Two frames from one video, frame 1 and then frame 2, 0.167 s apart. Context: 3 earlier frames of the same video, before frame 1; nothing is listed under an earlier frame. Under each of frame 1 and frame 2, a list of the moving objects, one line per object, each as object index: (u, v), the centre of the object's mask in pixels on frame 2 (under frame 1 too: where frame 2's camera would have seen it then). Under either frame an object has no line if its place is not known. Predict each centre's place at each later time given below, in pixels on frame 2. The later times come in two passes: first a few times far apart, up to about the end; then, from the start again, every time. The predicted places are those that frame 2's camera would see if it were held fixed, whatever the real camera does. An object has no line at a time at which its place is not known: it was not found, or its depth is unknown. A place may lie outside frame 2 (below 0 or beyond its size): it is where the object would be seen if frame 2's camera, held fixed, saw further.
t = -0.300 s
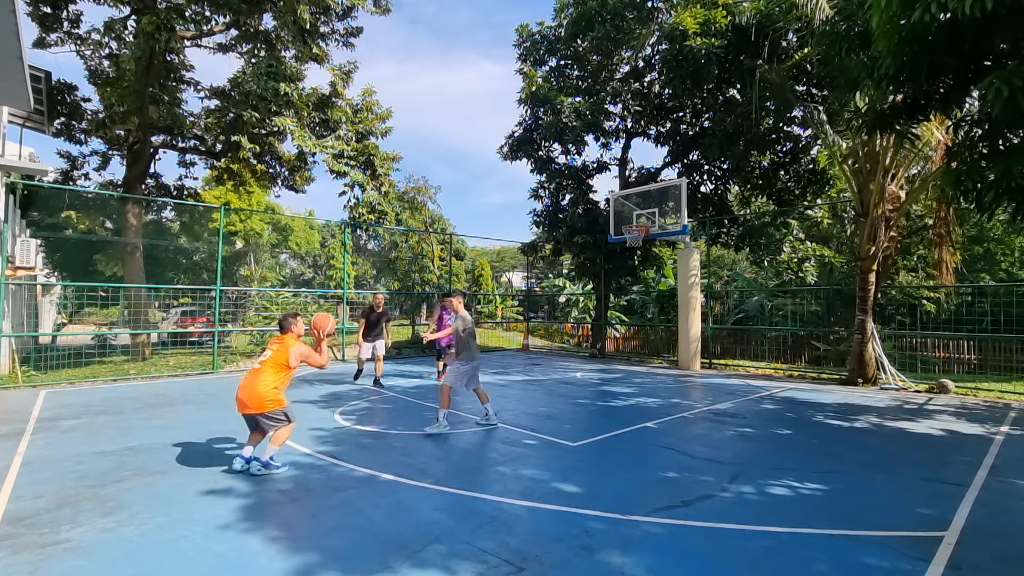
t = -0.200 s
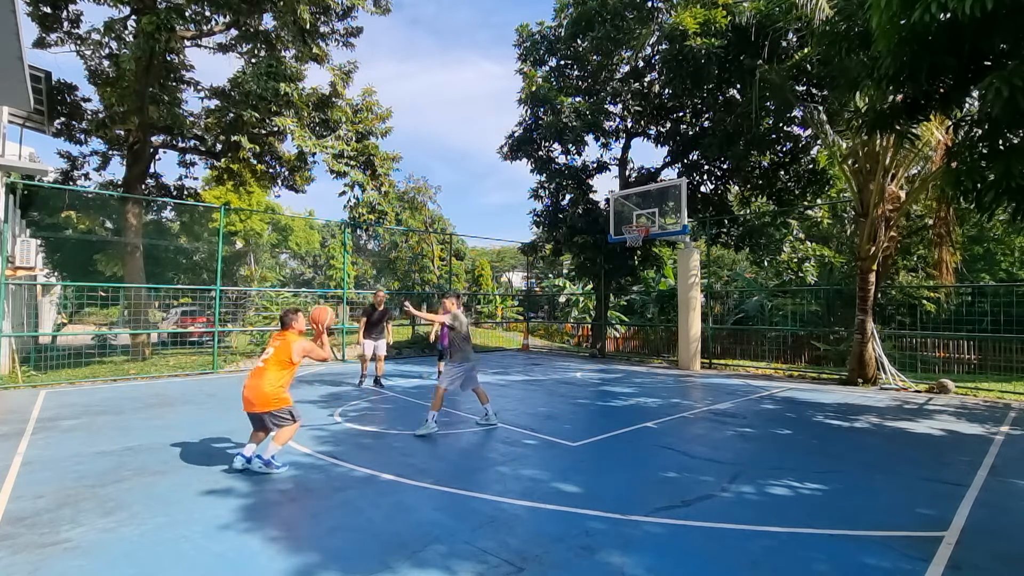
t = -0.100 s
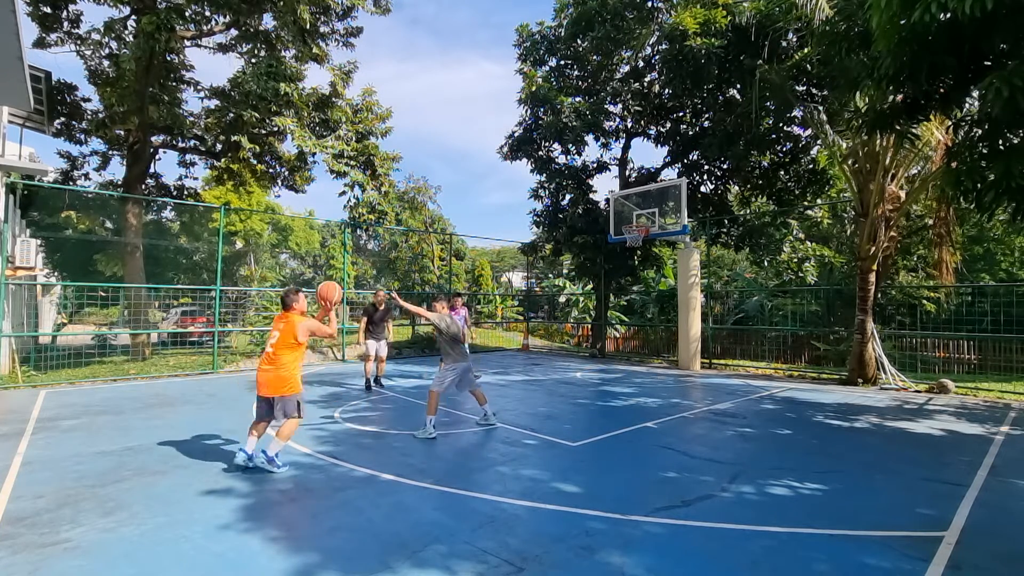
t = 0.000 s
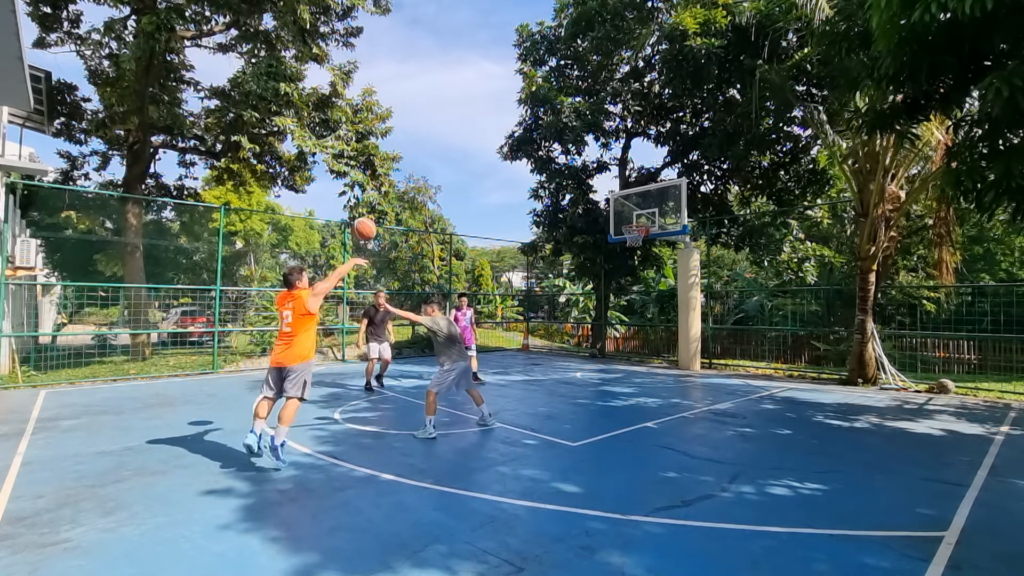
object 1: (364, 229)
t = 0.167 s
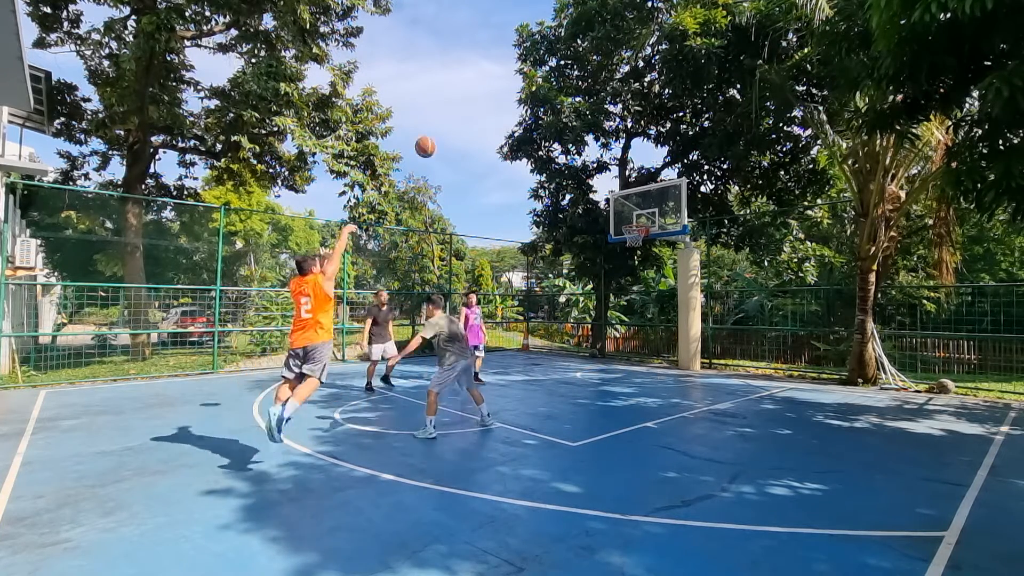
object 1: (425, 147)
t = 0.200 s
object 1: (435, 136)
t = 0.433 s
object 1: (496, 92)
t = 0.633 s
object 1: (535, 90)
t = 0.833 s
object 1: (566, 112)
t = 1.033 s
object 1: (592, 151)
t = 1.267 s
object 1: (617, 213)
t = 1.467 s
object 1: (591, 216)
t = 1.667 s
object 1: (558, 221)
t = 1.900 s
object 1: (524, 250)
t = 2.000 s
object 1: (508, 266)
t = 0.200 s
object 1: (435, 136)
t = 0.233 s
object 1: (445, 126)
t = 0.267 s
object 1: (455, 117)
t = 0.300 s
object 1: (464, 110)
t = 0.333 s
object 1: (472, 104)
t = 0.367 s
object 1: (481, 99)
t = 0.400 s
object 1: (488, 95)
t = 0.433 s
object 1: (496, 92)
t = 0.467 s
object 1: (503, 90)
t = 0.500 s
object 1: (510, 88)
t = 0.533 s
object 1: (516, 88)
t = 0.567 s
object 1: (523, 88)
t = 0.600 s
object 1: (529, 88)
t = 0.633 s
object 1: (535, 90)
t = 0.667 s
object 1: (541, 92)
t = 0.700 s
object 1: (546, 95)
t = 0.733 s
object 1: (551, 99)
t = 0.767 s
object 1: (556, 103)
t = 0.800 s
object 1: (562, 106)
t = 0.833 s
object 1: (566, 112)
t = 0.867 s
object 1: (570, 117)
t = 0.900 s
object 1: (575, 123)
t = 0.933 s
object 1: (580, 130)
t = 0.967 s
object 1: (583, 137)
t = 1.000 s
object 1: (588, 143)
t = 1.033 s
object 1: (592, 151)
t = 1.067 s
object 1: (596, 159)
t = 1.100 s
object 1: (600, 167)
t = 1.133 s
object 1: (603, 175)
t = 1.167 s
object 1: (606, 184)
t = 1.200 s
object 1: (609, 194)
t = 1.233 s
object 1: (613, 202)
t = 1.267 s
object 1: (617, 213)
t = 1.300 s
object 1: (619, 222)
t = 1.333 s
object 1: (615, 222)
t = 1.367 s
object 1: (608, 219)
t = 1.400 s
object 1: (602, 217)
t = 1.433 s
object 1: (597, 216)
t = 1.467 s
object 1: (591, 216)
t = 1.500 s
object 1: (585, 215)
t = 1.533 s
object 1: (580, 216)
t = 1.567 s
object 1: (573, 217)
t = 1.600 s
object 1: (568, 217)
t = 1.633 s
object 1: (563, 219)
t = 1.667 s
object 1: (558, 221)
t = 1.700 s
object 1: (552, 224)
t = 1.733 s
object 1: (547, 226)
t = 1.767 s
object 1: (542, 231)
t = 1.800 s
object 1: (539, 235)
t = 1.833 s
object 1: (533, 241)
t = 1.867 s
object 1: (527, 244)
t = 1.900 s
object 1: (524, 250)
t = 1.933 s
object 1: (518, 255)
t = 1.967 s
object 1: (513, 260)
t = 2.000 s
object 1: (508, 266)
